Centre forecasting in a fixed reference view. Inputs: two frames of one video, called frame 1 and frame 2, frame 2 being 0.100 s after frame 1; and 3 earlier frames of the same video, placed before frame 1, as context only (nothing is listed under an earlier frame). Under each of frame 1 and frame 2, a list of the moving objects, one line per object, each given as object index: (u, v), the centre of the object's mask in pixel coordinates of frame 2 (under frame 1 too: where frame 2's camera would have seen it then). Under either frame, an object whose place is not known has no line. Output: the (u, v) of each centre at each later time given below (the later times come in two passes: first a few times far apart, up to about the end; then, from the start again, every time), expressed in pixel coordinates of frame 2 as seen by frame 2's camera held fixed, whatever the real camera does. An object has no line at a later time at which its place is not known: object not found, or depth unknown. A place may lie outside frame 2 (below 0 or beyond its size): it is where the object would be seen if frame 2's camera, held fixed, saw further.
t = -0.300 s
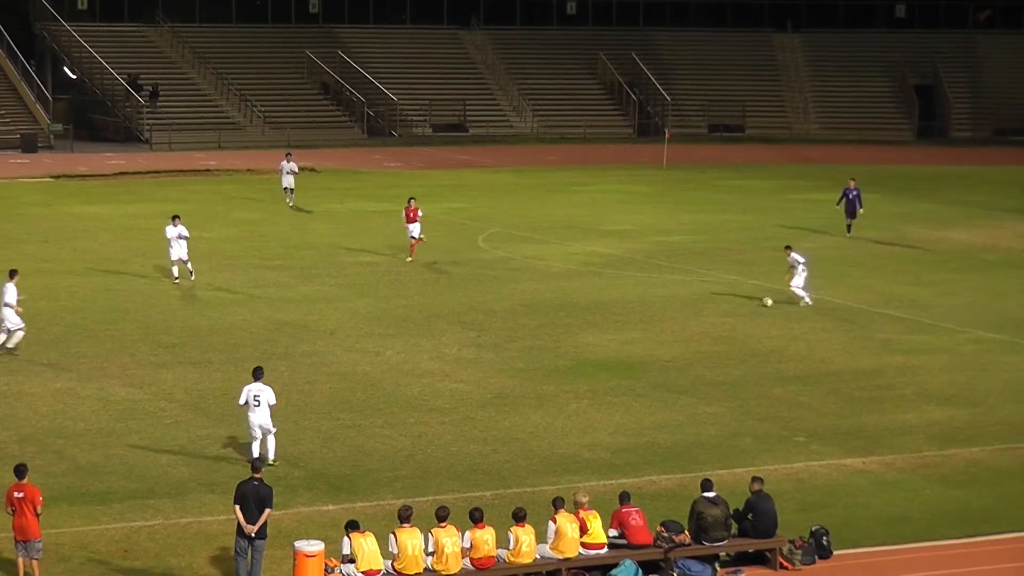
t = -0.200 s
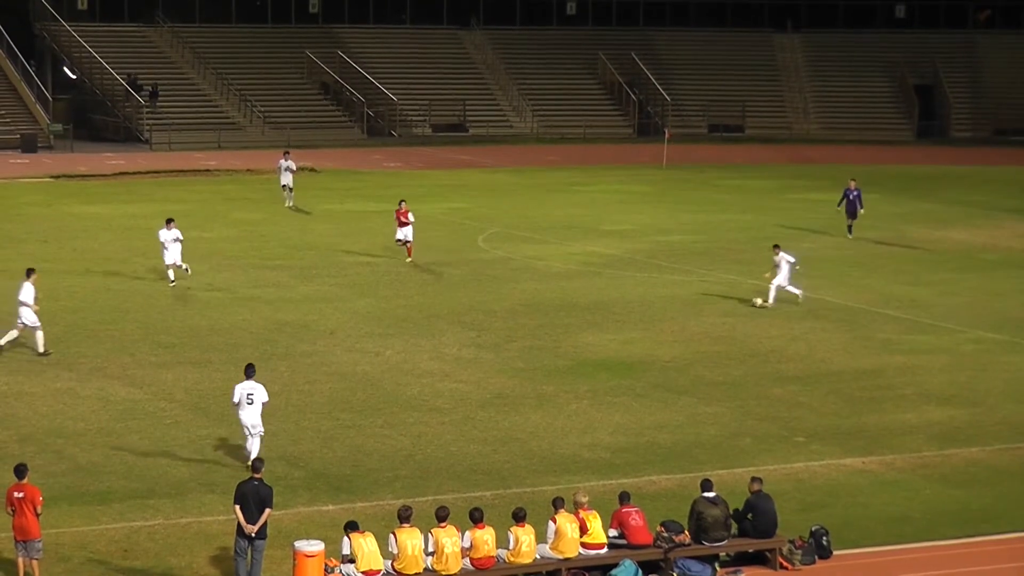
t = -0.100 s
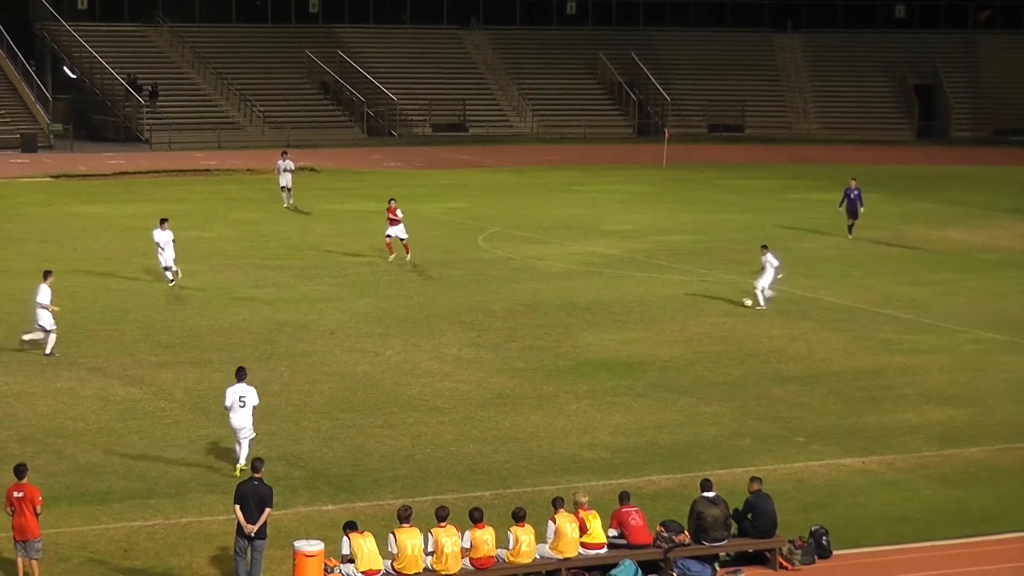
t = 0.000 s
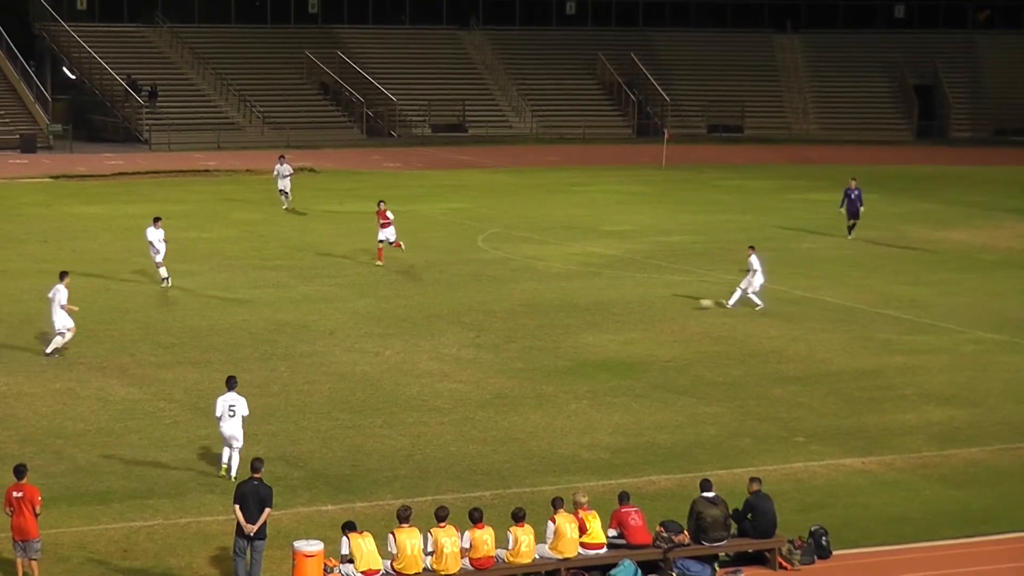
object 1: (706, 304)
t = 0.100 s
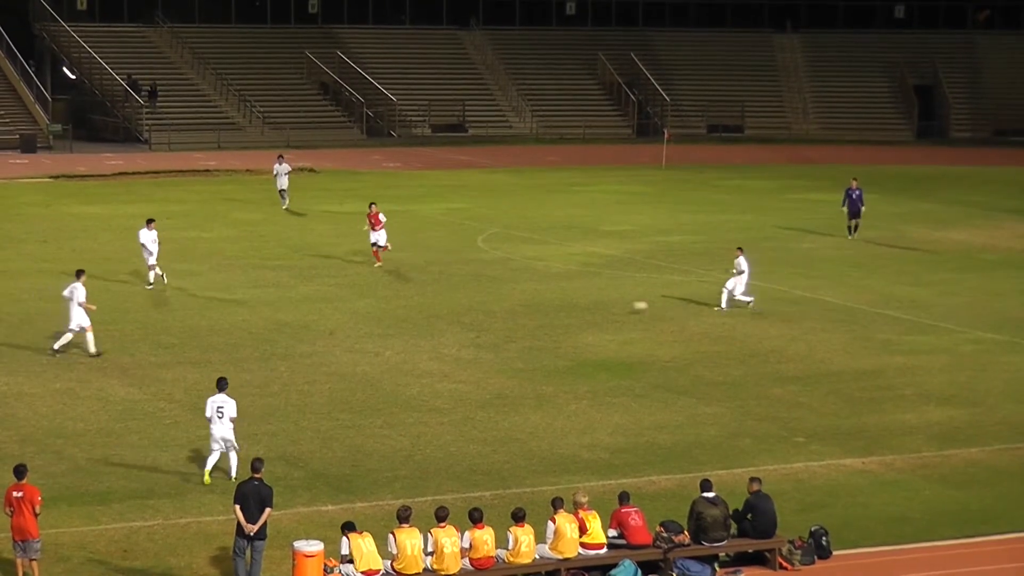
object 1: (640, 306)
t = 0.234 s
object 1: (551, 316)
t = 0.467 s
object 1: (412, 330)
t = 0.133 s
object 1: (618, 309)
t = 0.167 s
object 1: (596, 310)
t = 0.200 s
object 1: (573, 314)
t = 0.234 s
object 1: (551, 316)
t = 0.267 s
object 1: (531, 320)
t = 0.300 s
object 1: (511, 321)
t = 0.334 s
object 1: (491, 322)
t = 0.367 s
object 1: (472, 323)
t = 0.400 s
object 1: (452, 325)
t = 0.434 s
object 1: (432, 327)
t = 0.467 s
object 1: (412, 330)
